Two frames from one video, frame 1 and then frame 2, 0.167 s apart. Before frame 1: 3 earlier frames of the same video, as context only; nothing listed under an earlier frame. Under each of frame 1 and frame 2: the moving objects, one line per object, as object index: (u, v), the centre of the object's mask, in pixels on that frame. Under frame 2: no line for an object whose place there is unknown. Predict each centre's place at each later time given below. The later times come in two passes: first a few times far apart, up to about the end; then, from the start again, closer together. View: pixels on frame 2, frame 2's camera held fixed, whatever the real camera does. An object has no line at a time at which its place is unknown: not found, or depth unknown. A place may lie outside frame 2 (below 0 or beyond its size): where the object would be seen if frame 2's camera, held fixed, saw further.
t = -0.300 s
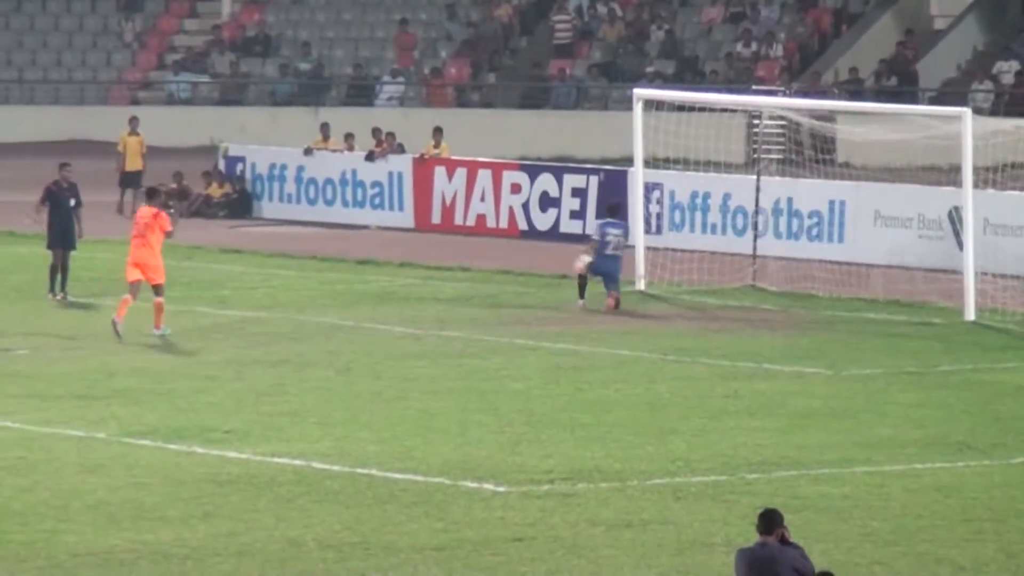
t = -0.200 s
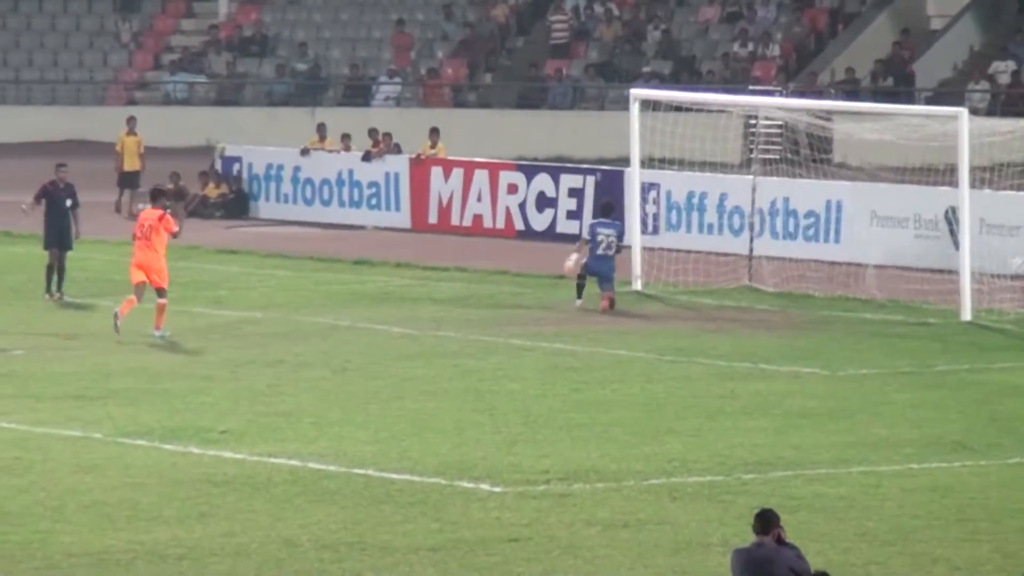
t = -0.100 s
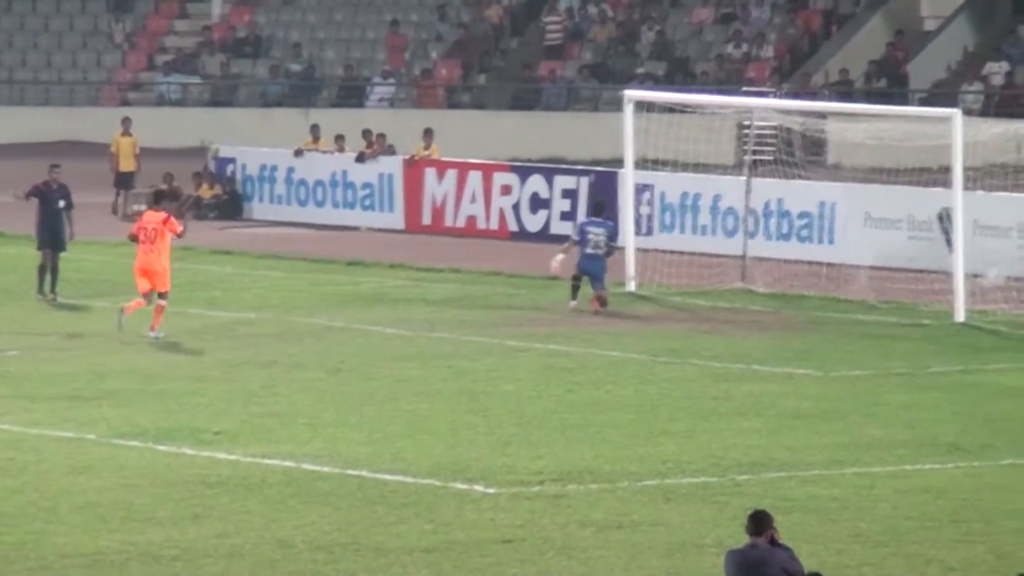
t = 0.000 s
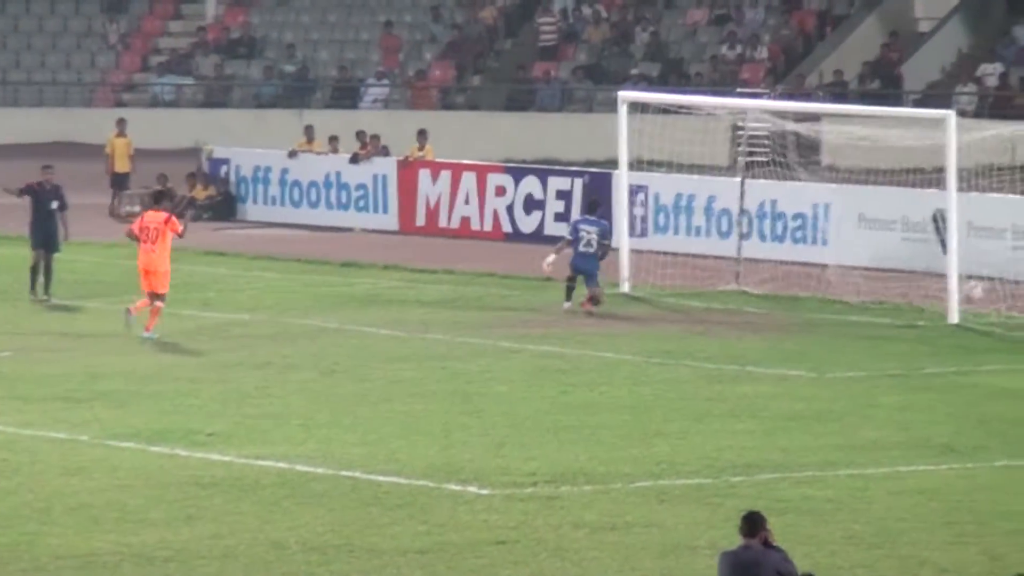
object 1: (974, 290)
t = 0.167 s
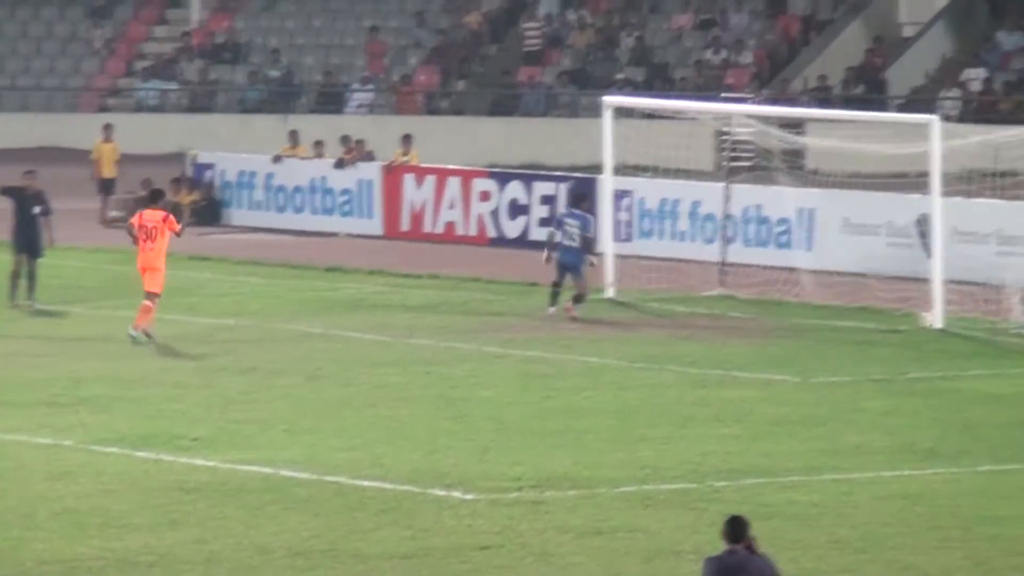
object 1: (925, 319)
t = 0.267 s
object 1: (911, 310)
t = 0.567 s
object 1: (886, 305)
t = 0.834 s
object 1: (856, 320)
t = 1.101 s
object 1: (824, 317)
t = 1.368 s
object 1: (796, 325)
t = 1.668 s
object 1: (761, 326)
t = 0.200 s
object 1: (923, 318)
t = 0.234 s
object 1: (919, 314)
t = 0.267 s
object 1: (911, 310)
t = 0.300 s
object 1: (907, 308)
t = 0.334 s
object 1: (906, 308)
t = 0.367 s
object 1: (906, 307)
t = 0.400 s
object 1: (903, 306)
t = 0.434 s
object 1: (900, 305)
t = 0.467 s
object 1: (896, 305)
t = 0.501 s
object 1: (890, 305)
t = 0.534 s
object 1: (888, 305)
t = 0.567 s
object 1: (886, 305)
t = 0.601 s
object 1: (882, 306)
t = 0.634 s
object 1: (878, 308)
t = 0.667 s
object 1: (873, 310)
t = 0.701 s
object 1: (870, 311)
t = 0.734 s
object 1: (868, 312)
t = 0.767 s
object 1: (865, 314)
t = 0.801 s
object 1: (860, 317)
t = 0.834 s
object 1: (856, 320)
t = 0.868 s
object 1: (851, 325)
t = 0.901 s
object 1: (847, 324)
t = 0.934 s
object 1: (845, 323)
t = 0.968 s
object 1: (841, 321)
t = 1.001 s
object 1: (837, 320)
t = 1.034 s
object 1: (833, 320)
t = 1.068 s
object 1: (828, 317)
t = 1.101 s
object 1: (824, 317)
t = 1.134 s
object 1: (822, 317)
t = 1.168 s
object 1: (818, 317)
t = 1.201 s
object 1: (815, 318)
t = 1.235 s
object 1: (811, 319)
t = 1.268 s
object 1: (806, 320)
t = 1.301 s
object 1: (802, 323)
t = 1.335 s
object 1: (799, 324)
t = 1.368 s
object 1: (796, 325)
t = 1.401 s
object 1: (793, 328)
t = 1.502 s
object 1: (780, 327)
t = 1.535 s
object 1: (777, 326)
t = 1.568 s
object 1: (773, 325)
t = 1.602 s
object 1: (770, 325)
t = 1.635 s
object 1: (765, 325)
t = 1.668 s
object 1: (761, 326)
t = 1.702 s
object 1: (757, 327)
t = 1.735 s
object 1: (754, 328)
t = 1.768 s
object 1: (751, 329)
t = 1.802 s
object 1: (748, 331)
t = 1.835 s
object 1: (744, 333)
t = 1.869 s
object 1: (740, 331)
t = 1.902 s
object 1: (736, 329)
